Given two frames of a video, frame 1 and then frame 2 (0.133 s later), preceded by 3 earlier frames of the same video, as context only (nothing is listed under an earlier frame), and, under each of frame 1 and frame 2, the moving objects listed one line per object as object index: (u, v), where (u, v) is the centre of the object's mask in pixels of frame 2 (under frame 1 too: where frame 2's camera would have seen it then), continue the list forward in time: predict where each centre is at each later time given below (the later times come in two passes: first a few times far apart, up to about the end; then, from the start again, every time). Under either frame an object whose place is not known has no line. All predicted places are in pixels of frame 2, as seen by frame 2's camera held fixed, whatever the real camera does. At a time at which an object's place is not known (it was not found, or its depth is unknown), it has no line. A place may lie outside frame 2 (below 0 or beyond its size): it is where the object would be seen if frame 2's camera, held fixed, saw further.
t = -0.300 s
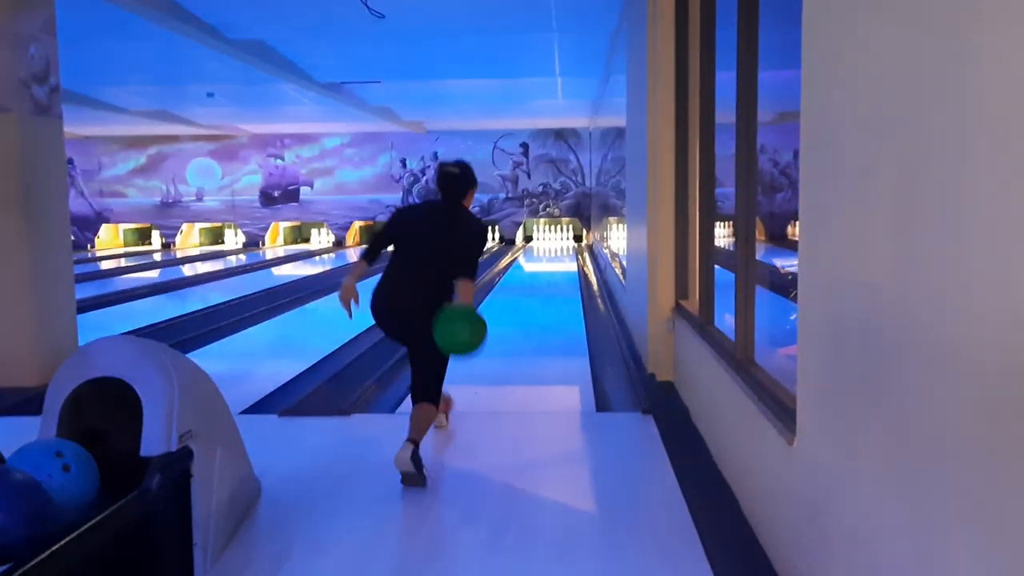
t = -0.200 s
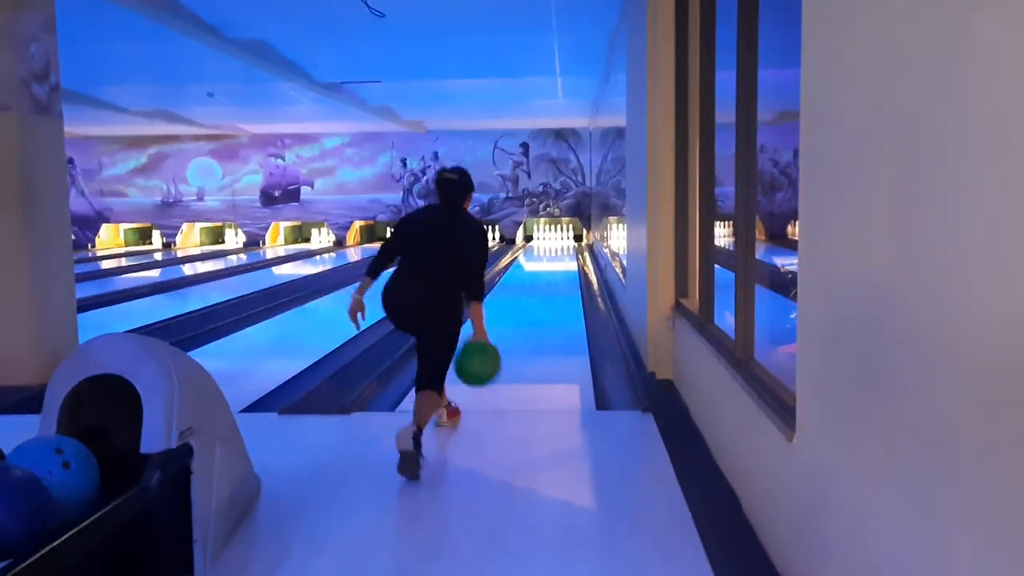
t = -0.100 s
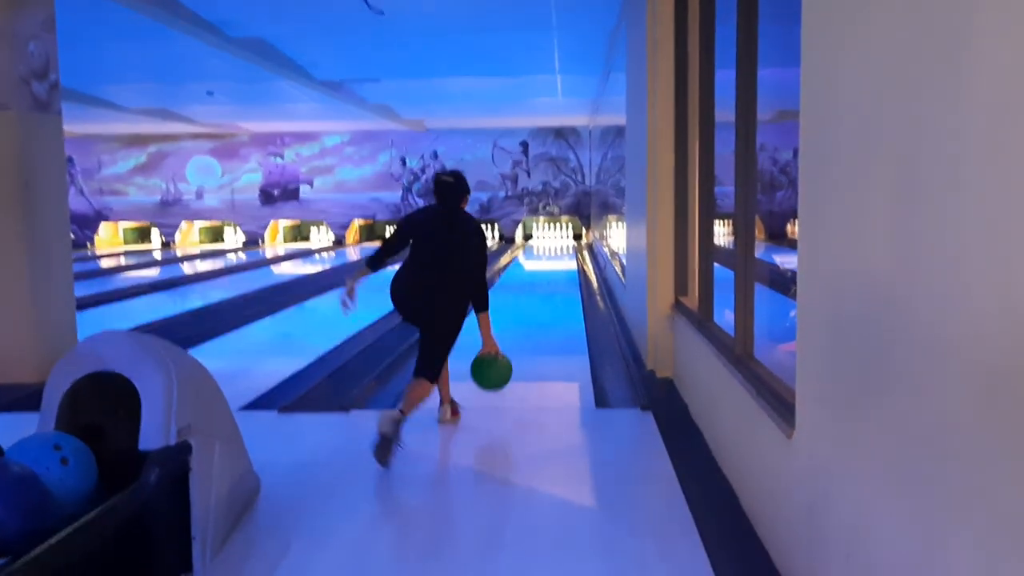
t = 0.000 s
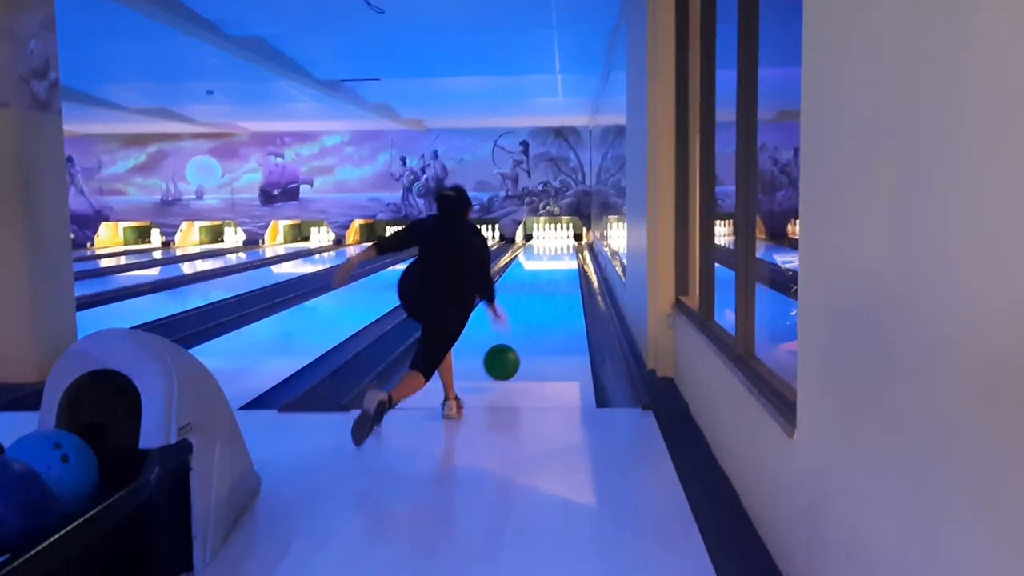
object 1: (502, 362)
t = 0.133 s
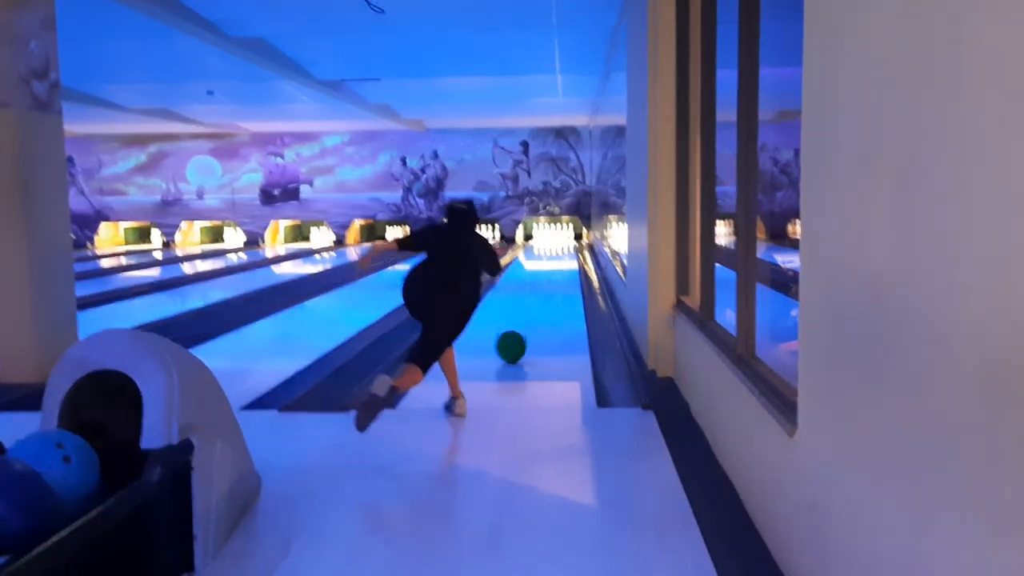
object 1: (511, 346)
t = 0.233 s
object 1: (515, 332)
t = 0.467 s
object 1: (524, 308)
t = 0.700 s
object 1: (529, 292)
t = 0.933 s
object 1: (534, 280)
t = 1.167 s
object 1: (536, 271)
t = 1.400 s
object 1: (538, 264)
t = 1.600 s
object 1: (540, 260)
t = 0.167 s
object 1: (512, 341)
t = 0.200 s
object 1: (514, 337)
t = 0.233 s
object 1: (515, 332)
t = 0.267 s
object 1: (517, 328)
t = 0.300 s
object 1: (518, 324)
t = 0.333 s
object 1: (519, 321)
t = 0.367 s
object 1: (521, 317)
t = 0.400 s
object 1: (522, 314)
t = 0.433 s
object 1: (523, 311)
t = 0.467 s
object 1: (524, 308)
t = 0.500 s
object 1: (525, 306)
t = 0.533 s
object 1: (526, 303)
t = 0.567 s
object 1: (527, 301)
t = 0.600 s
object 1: (527, 298)
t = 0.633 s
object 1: (528, 296)
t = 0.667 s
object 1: (529, 294)
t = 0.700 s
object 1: (529, 292)
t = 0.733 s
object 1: (530, 290)
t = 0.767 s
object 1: (531, 288)
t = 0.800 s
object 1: (531, 286)
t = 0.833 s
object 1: (532, 284)
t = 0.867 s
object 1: (532, 283)
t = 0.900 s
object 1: (533, 281)
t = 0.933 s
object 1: (534, 280)
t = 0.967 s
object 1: (534, 278)
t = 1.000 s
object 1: (534, 277)
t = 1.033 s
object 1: (535, 276)
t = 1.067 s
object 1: (535, 275)
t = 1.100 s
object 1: (536, 273)
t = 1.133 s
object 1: (536, 272)
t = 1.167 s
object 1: (536, 271)
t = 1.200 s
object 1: (536, 270)
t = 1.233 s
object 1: (536, 269)
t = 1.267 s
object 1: (537, 268)
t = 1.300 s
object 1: (537, 266)
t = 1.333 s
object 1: (538, 265)
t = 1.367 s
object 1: (538, 265)
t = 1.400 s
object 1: (538, 264)
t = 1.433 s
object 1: (538, 264)
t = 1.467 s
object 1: (539, 262)
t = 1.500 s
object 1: (538, 262)
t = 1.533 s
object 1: (539, 261)
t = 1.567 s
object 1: (539, 260)
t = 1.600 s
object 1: (540, 260)
